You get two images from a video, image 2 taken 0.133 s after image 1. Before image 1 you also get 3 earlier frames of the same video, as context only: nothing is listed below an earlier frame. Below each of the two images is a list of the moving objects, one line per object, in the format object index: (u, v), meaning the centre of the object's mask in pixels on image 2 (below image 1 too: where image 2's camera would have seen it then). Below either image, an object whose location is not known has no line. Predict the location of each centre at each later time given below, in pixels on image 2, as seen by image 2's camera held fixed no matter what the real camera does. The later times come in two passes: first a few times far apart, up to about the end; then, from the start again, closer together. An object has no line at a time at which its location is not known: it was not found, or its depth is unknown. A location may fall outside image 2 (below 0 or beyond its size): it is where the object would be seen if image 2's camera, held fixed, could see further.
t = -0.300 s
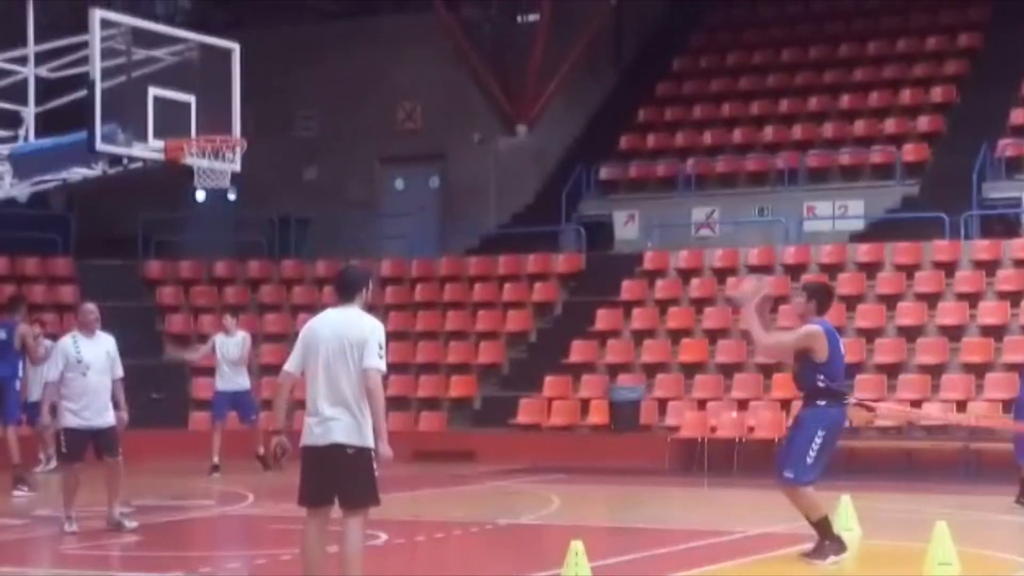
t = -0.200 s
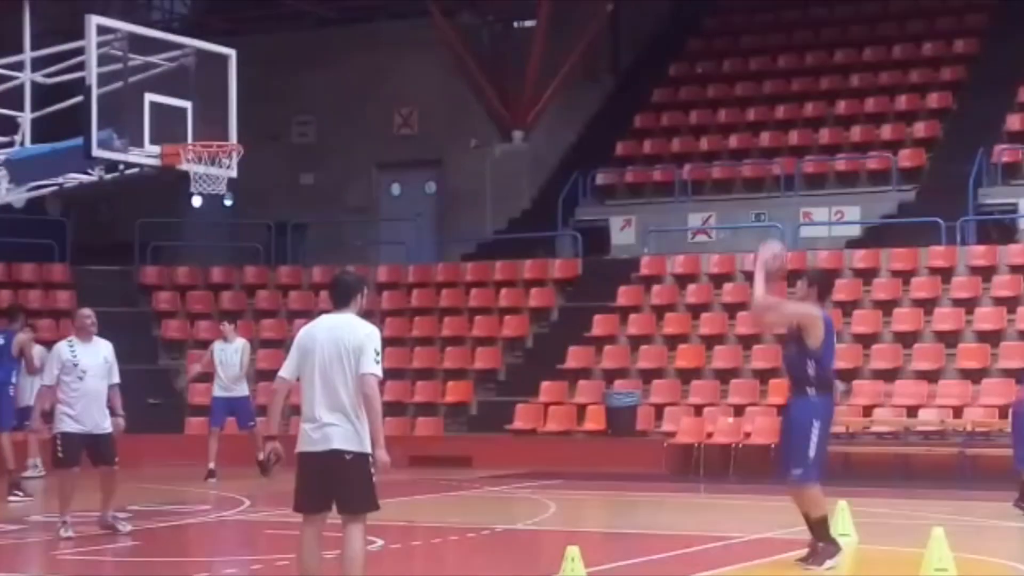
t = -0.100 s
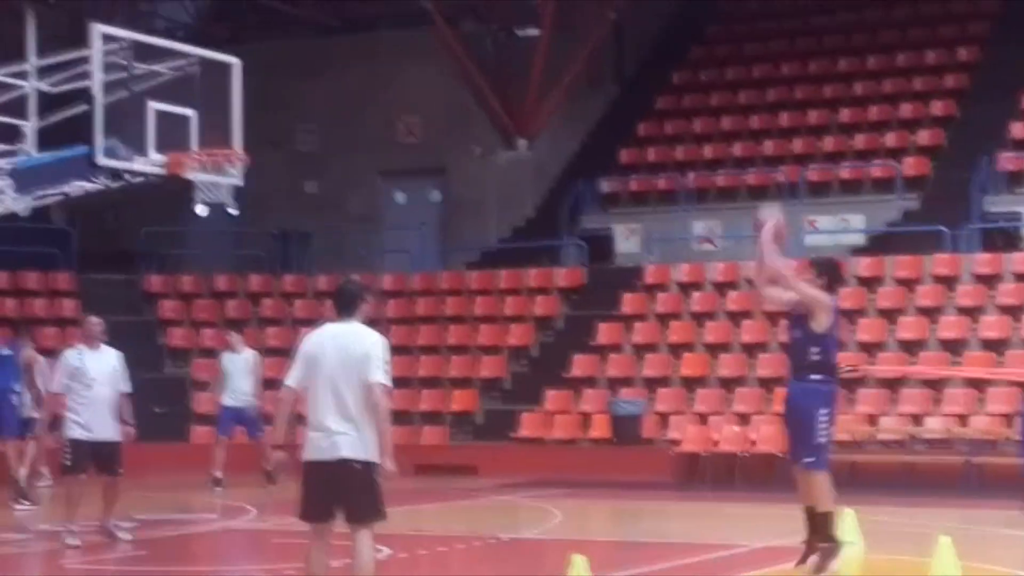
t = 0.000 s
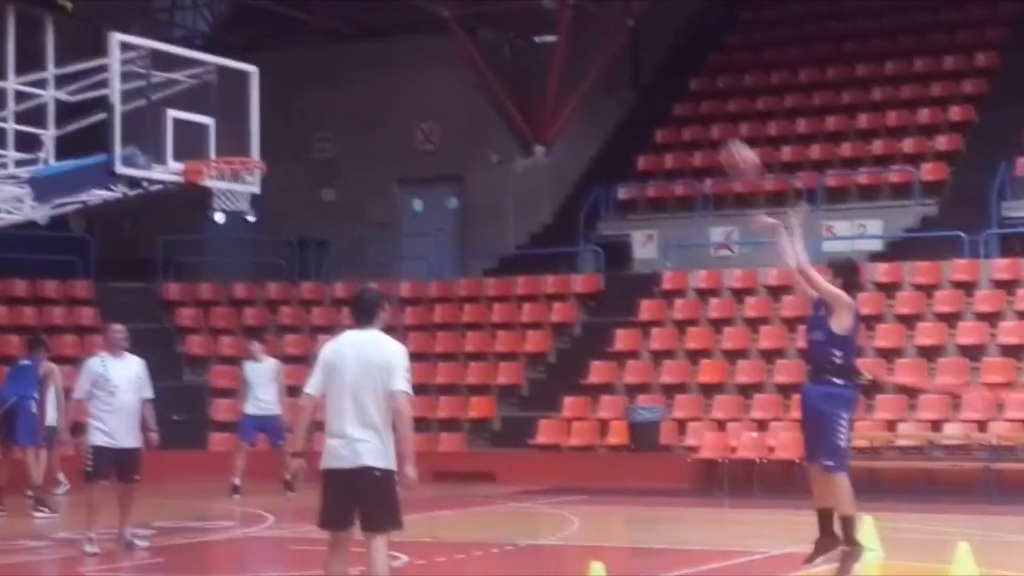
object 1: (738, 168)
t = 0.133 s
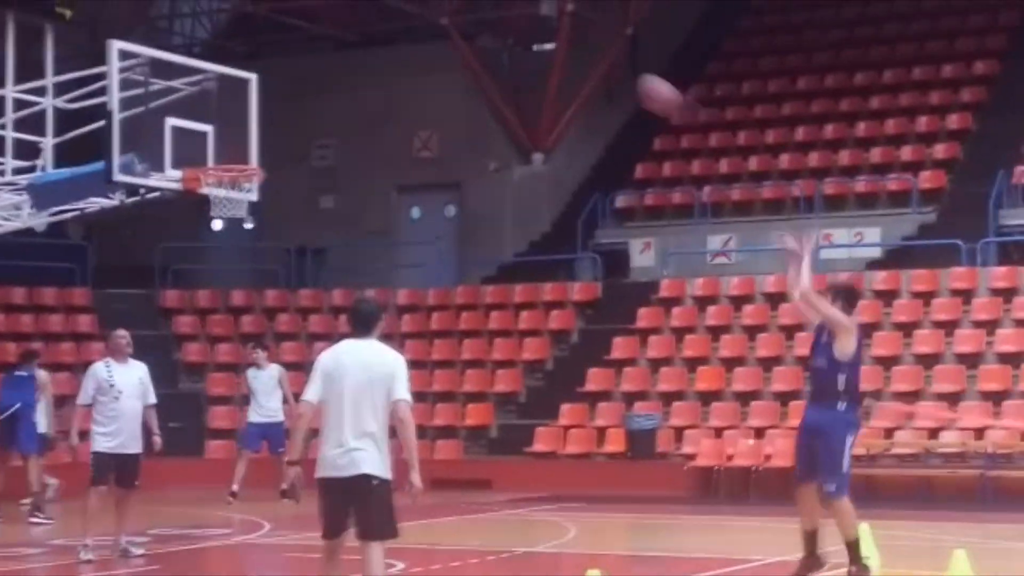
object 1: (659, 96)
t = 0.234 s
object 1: (602, 58)
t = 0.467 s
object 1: (477, 24)
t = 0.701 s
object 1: (361, 62)
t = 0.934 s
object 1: (256, 153)
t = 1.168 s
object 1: (234, 132)
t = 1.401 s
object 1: (220, 152)
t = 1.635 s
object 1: (232, 142)
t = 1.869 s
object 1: (234, 153)
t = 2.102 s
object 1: (229, 197)
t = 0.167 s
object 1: (638, 82)
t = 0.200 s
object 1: (622, 70)
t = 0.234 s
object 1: (602, 58)
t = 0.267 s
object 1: (583, 50)
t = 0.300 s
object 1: (565, 41)
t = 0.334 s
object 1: (547, 35)
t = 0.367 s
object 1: (528, 29)
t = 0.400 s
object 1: (511, 27)
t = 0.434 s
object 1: (495, 26)
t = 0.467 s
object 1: (477, 24)
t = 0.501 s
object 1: (459, 26)
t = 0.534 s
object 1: (444, 29)
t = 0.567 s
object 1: (426, 33)
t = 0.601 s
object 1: (409, 38)
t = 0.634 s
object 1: (392, 45)
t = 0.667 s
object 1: (377, 53)
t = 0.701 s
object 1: (361, 62)
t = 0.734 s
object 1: (345, 73)
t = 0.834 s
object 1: (298, 113)
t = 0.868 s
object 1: (283, 128)
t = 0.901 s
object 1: (270, 144)
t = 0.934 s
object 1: (256, 153)
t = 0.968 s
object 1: (252, 147)
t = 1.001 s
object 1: (249, 141)
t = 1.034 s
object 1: (246, 136)
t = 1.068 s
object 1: (244, 133)
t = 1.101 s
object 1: (240, 131)
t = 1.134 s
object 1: (236, 131)
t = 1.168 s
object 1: (234, 132)
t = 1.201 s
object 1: (233, 134)
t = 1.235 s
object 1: (230, 139)
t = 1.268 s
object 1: (229, 142)
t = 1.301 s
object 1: (225, 148)
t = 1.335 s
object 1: (220, 153)
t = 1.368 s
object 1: (218, 155)
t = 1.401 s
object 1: (220, 152)
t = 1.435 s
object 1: (222, 148)
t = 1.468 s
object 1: (224, 145)
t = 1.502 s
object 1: (226, 143)
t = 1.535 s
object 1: (227, 139)
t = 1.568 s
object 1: (229, 139)
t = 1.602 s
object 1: (229, 142)
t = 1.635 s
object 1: (232, 142)
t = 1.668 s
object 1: (233, 147)
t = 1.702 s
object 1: (235, 150)
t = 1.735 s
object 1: (236, 153)
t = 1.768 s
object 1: (236, 152)
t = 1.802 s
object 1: (235, 152)
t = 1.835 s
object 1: (234, 153)
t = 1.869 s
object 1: (234, 153)
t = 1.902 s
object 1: (232, 156)
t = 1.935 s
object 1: (231, 158)
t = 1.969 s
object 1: (231, 161)
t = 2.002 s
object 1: (233, 171)
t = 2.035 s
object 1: (230, 181)
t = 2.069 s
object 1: (229, 187)
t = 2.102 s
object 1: (229, 197)
